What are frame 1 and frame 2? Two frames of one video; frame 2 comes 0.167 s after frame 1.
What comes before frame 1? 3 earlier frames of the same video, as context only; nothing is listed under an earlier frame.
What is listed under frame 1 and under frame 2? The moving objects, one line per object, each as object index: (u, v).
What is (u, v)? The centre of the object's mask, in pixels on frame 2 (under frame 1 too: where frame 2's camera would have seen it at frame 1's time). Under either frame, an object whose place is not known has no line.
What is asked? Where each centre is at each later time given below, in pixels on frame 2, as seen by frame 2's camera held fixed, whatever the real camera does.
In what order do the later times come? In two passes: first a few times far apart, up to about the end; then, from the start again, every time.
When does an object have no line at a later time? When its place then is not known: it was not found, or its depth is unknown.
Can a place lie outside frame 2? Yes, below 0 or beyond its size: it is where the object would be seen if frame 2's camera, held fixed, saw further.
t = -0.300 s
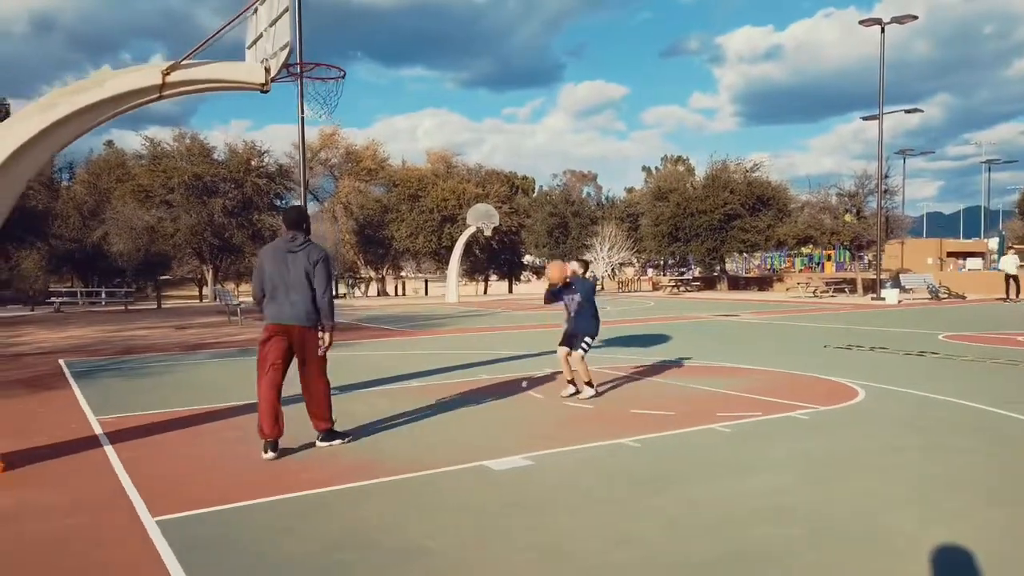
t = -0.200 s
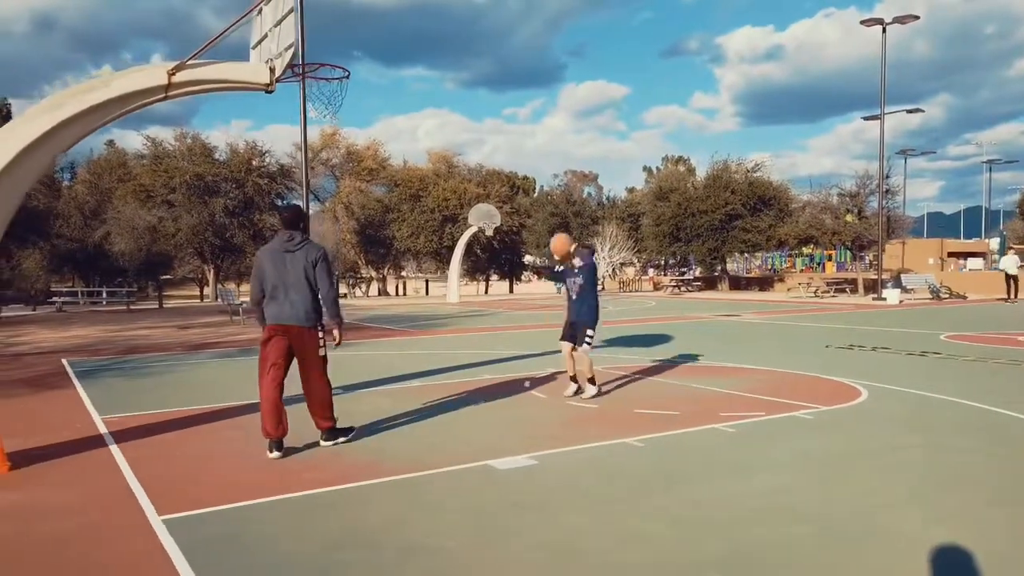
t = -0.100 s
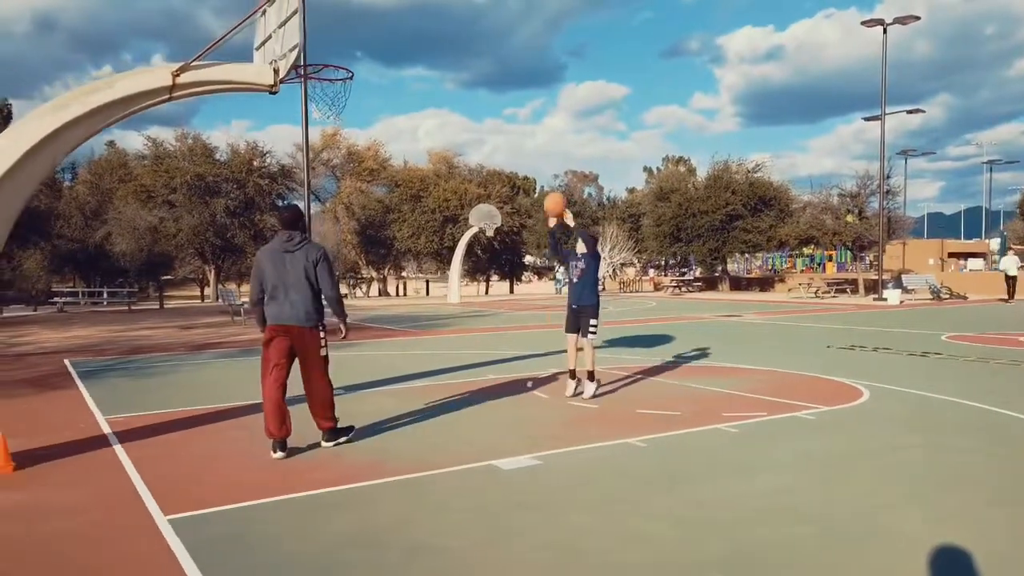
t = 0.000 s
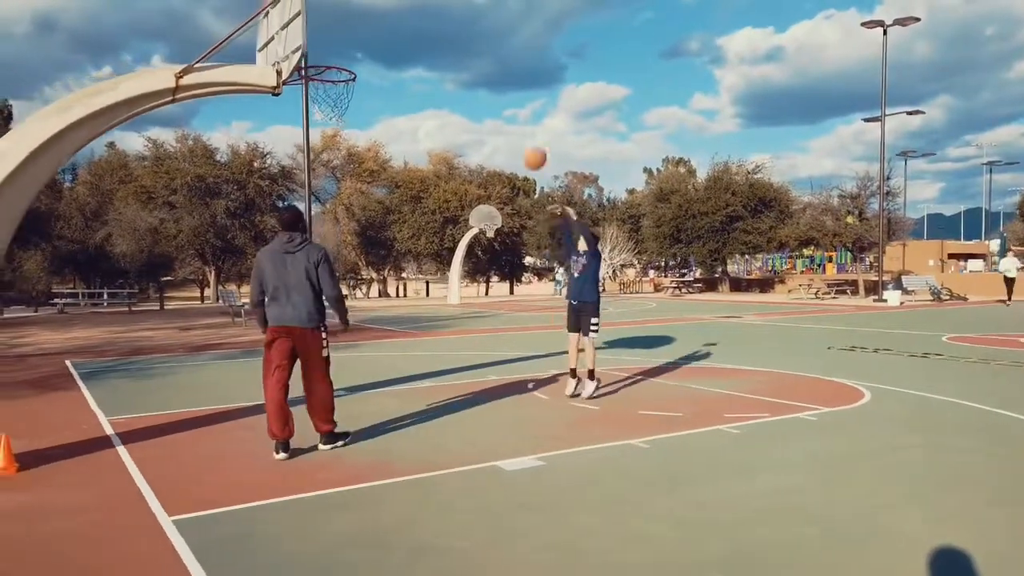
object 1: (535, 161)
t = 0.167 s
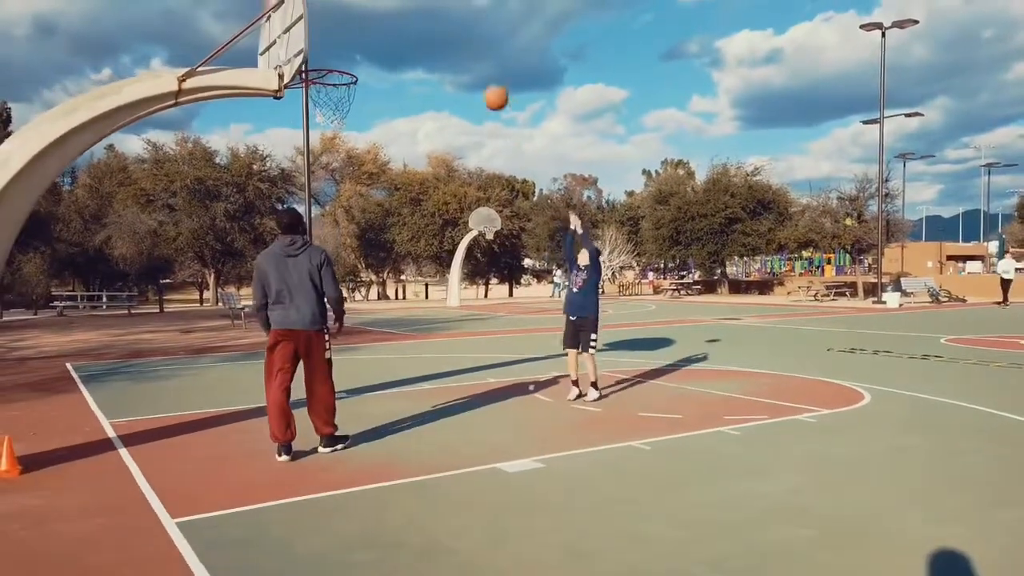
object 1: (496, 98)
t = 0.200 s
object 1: (487, 88)
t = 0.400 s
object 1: (435, 53)
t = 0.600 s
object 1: (380, 59)
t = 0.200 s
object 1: (487, 88)
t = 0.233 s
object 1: (479, 79)
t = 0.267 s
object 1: (471, 72)
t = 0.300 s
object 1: (462, 65)
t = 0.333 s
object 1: (454, 60)
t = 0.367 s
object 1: (445, 56)
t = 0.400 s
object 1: (435, 53)
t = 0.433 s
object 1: (427, 51)
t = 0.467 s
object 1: (417, 50)
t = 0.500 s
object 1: (408, 50)
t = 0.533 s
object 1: (399, 52)
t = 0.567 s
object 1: (390, 55)
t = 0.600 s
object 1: (380, 59)
